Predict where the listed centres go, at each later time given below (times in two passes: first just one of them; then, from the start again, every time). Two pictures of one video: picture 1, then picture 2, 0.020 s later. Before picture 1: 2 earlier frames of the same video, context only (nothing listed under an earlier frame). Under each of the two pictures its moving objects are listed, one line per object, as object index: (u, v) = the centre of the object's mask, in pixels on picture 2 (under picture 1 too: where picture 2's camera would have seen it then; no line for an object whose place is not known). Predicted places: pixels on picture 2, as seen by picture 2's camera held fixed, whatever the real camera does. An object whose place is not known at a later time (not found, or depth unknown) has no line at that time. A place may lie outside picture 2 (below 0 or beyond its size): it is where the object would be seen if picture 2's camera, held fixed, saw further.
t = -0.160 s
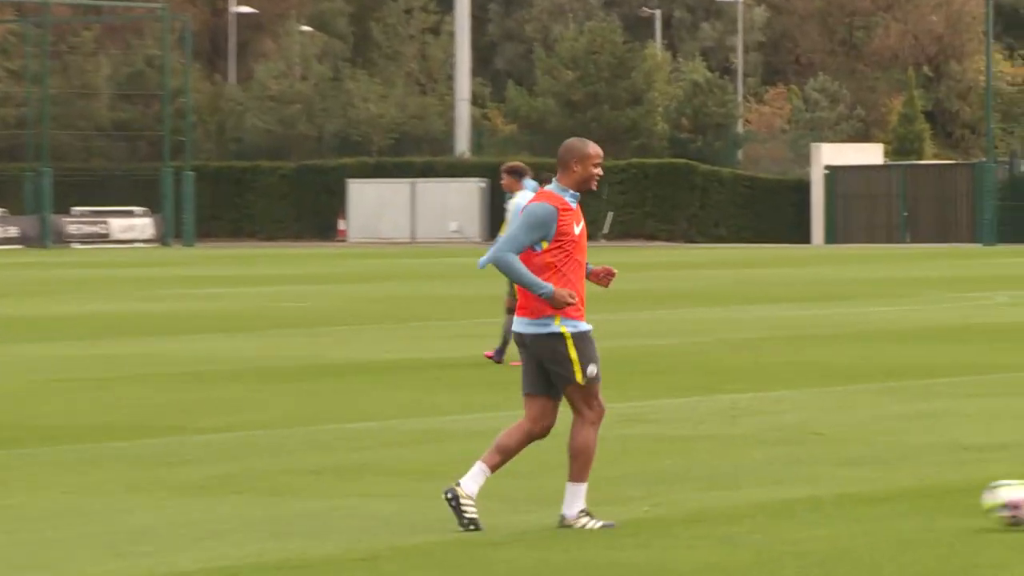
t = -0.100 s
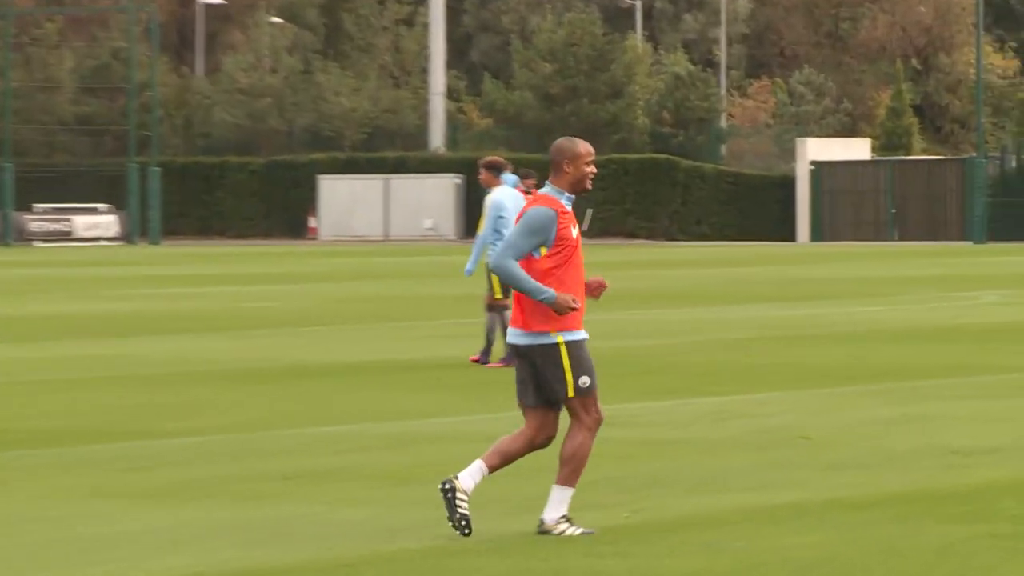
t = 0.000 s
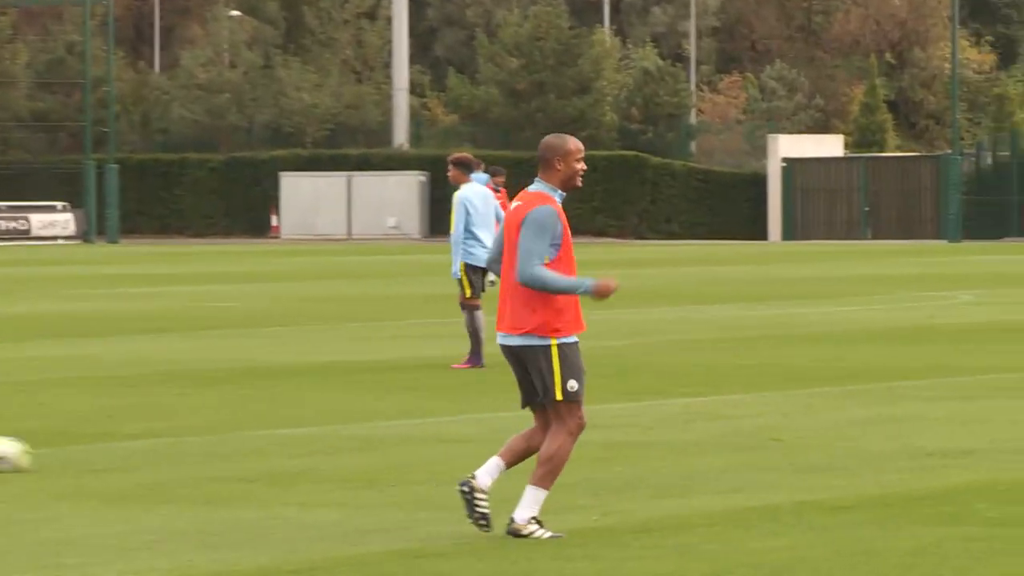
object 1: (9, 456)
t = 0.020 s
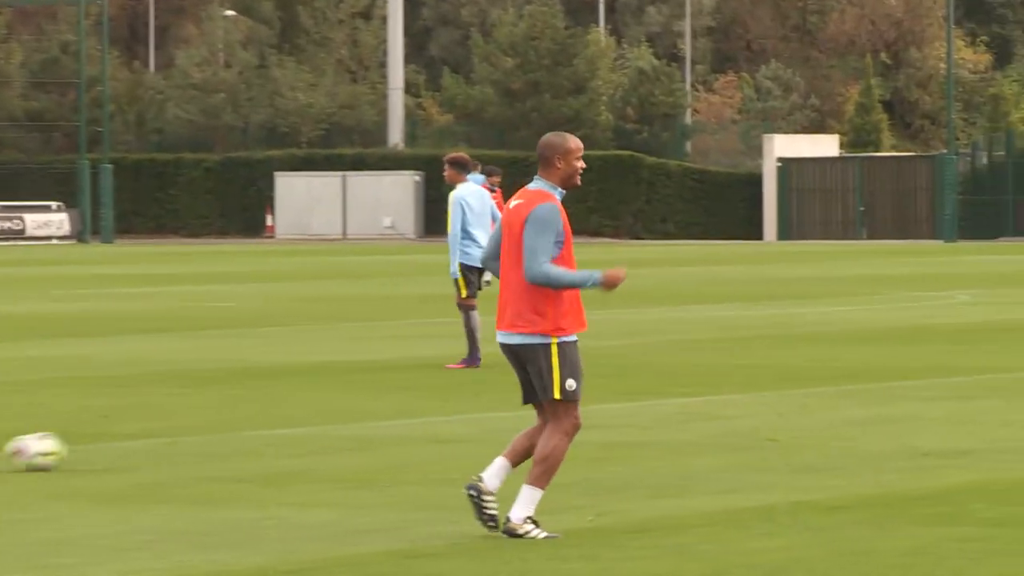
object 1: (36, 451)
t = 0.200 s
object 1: (386, 425)
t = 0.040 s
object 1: (75, 446)
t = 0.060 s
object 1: (116, 439)
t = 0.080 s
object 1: (155, 435)
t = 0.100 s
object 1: (194, 431)
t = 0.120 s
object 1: (232, 429)
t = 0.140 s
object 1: (271, 427)
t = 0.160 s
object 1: (309, 425)
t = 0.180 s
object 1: (347, 425)
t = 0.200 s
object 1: (386, 425)
